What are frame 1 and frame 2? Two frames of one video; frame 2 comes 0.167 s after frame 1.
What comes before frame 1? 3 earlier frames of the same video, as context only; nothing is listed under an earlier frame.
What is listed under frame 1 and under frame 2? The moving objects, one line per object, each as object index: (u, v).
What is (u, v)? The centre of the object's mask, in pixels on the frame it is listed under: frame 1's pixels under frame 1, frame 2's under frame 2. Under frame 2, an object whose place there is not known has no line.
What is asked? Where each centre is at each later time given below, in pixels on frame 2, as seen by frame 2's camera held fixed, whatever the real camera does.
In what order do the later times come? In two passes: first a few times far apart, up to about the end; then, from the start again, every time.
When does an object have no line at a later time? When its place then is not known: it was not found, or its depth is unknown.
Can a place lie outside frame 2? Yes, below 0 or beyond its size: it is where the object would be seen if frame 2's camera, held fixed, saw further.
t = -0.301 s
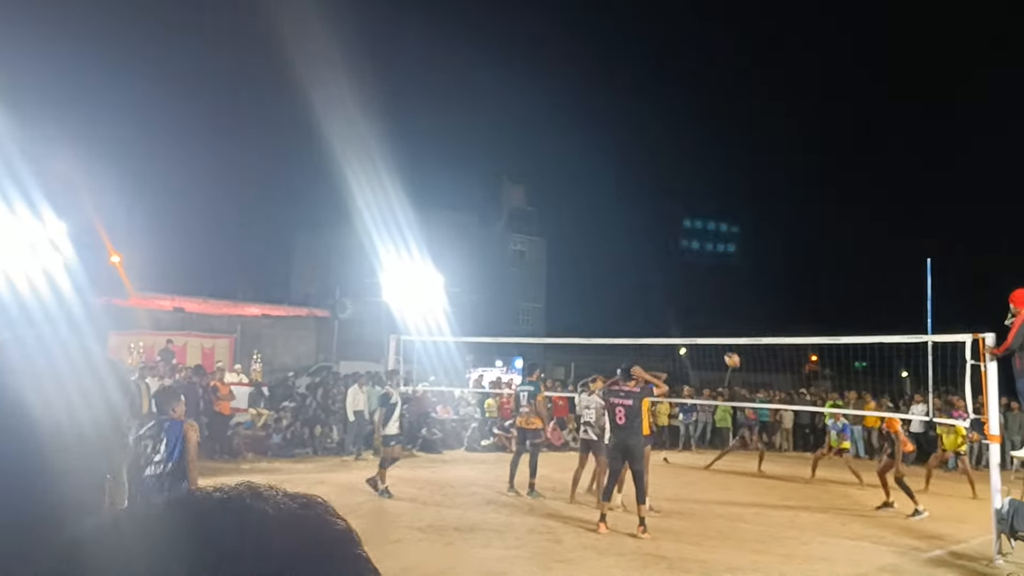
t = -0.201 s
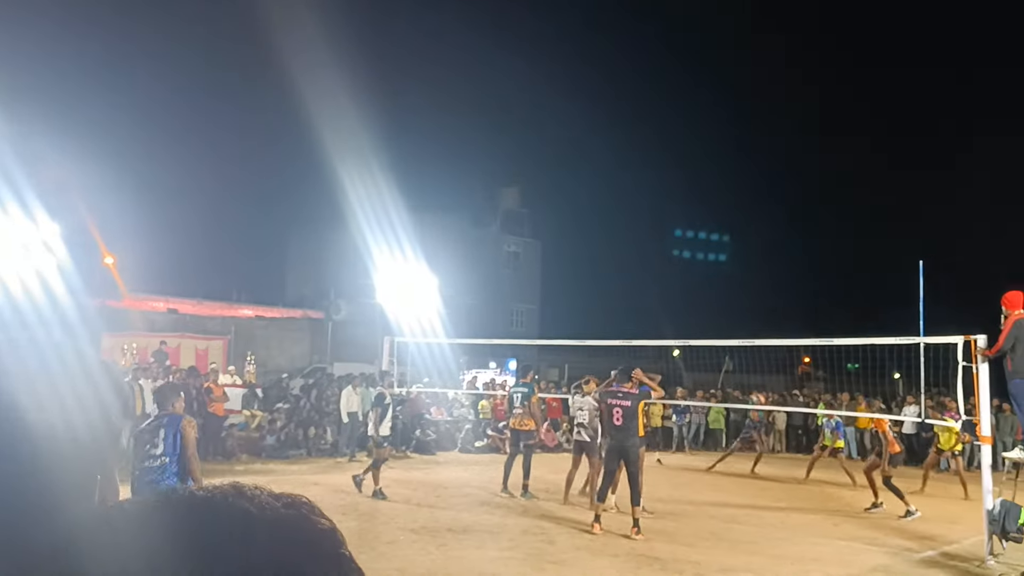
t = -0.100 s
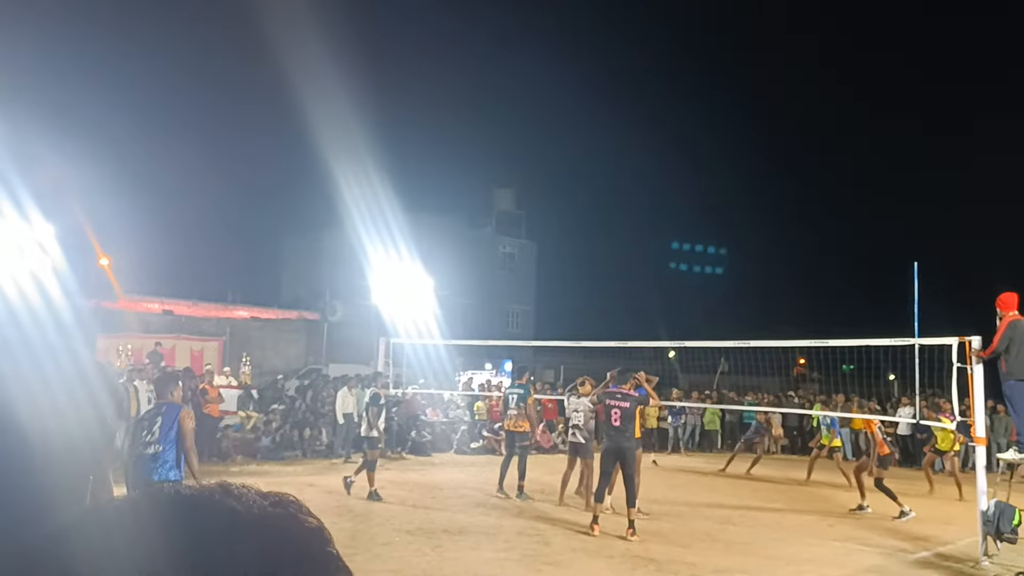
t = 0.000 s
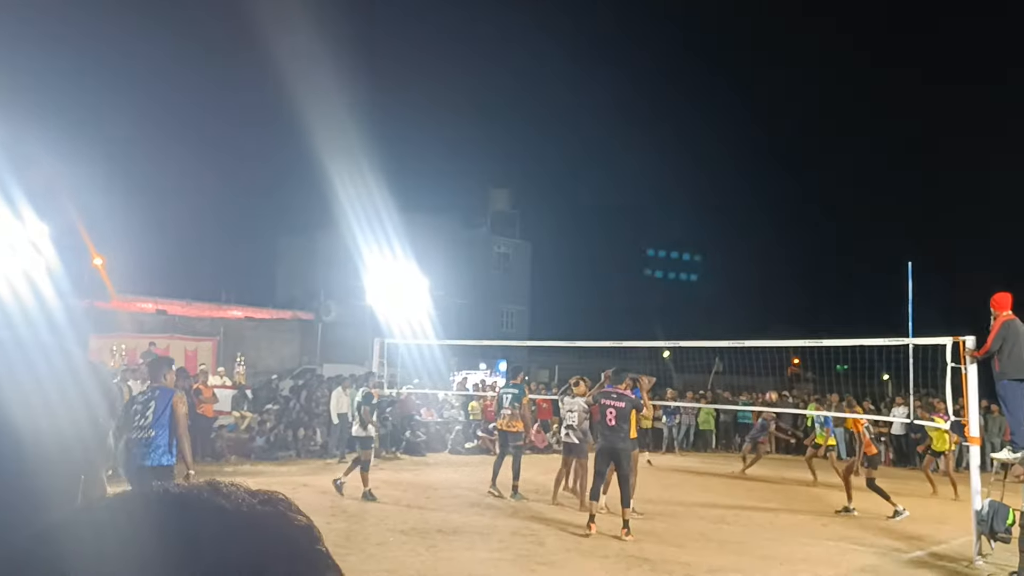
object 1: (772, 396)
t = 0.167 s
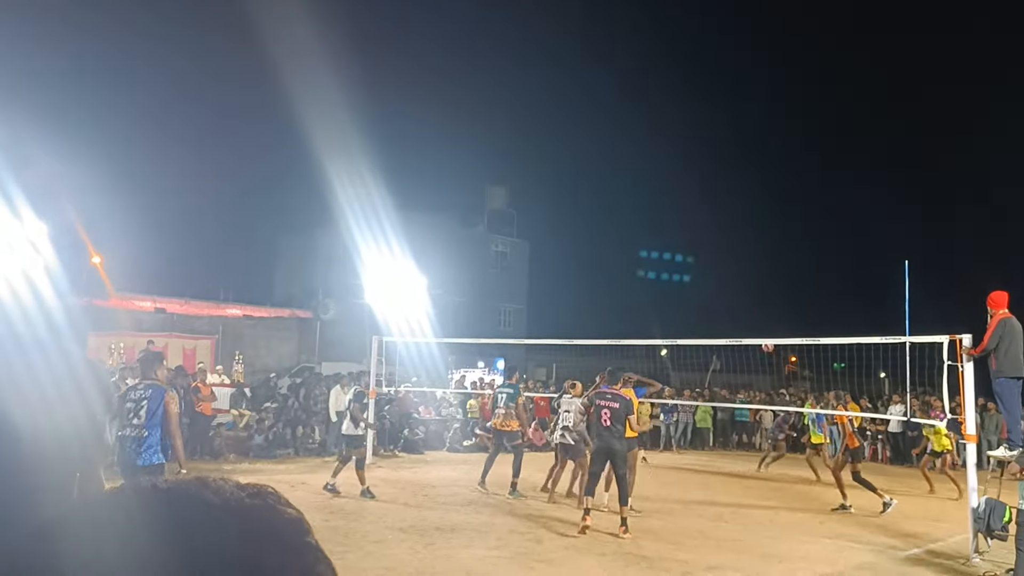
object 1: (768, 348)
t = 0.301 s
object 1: (766, 316)
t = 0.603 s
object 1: (762, 281)
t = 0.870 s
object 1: (759, 288)
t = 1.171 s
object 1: (756, 347)
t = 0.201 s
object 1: (767, 335)
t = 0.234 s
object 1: (767, 330)
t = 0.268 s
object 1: (766, 323)
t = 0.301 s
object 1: (766, 316)
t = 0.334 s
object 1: (765, 310)
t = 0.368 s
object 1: (765, 304)
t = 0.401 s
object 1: (764, 299)
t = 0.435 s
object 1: (764, 295)
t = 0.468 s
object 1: (764, 291)
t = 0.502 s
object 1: (763, 287)
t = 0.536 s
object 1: (762, 284)
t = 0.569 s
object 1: (762, 282)
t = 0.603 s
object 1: (762, 281)
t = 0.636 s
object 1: (761, 280)
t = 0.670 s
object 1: (760, 279)
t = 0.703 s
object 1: (760, 279)
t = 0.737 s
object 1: (760, 280)
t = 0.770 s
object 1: (759, 281)
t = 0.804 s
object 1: (759, 283)
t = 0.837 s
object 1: (759, 285)
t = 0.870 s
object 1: (759, 288)
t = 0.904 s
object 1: (759, 292)
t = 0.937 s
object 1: (758, 296)
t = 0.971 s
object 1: (758, 301)
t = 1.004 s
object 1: (758, 306)
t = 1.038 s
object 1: (757, 313)
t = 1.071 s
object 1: (757, 320)
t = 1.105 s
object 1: (756, 327)
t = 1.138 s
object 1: (755, 334)
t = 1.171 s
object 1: (756, 347)
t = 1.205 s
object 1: (755, 355)
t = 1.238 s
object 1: (755, 366)
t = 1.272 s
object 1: (754, 378)
